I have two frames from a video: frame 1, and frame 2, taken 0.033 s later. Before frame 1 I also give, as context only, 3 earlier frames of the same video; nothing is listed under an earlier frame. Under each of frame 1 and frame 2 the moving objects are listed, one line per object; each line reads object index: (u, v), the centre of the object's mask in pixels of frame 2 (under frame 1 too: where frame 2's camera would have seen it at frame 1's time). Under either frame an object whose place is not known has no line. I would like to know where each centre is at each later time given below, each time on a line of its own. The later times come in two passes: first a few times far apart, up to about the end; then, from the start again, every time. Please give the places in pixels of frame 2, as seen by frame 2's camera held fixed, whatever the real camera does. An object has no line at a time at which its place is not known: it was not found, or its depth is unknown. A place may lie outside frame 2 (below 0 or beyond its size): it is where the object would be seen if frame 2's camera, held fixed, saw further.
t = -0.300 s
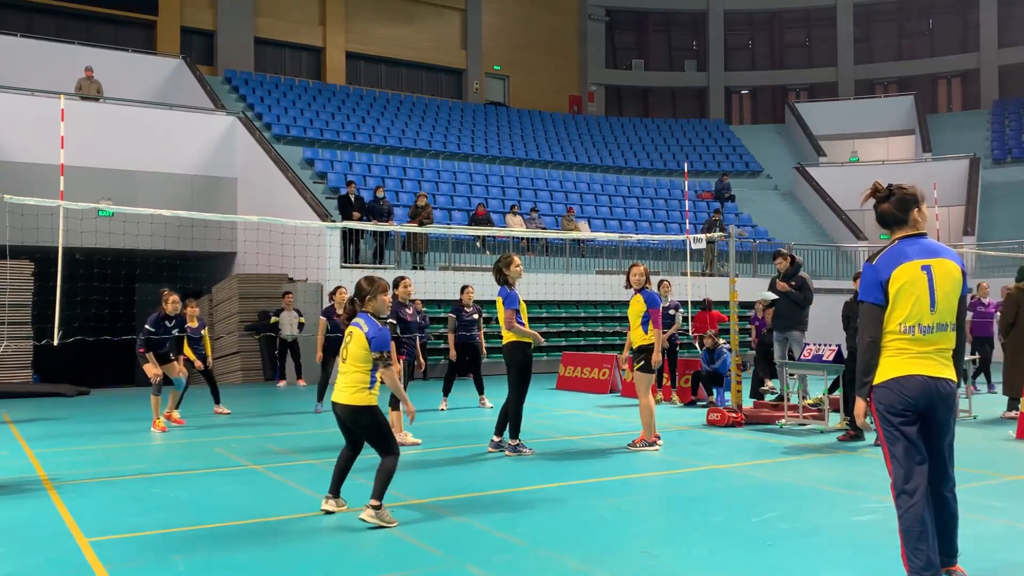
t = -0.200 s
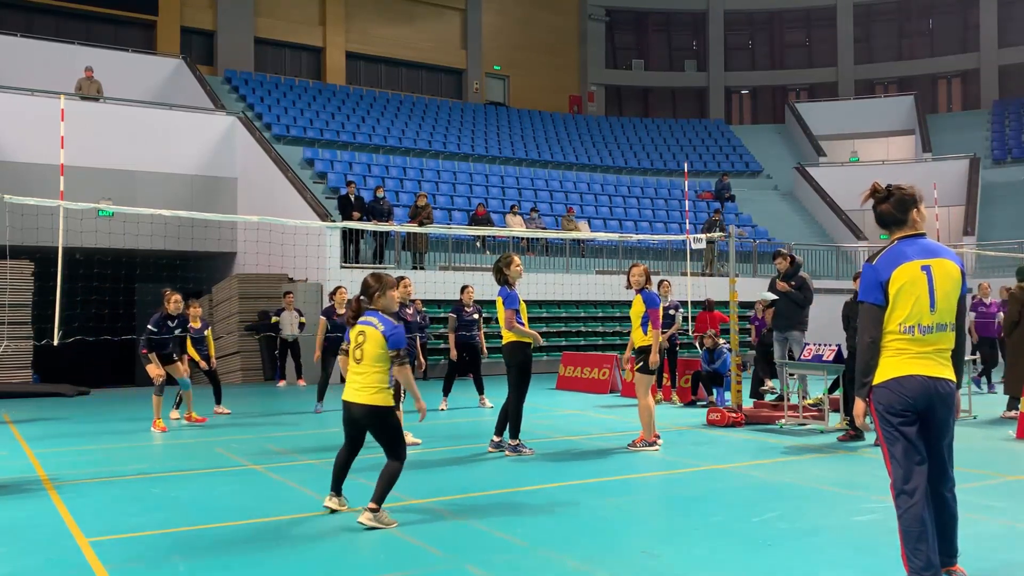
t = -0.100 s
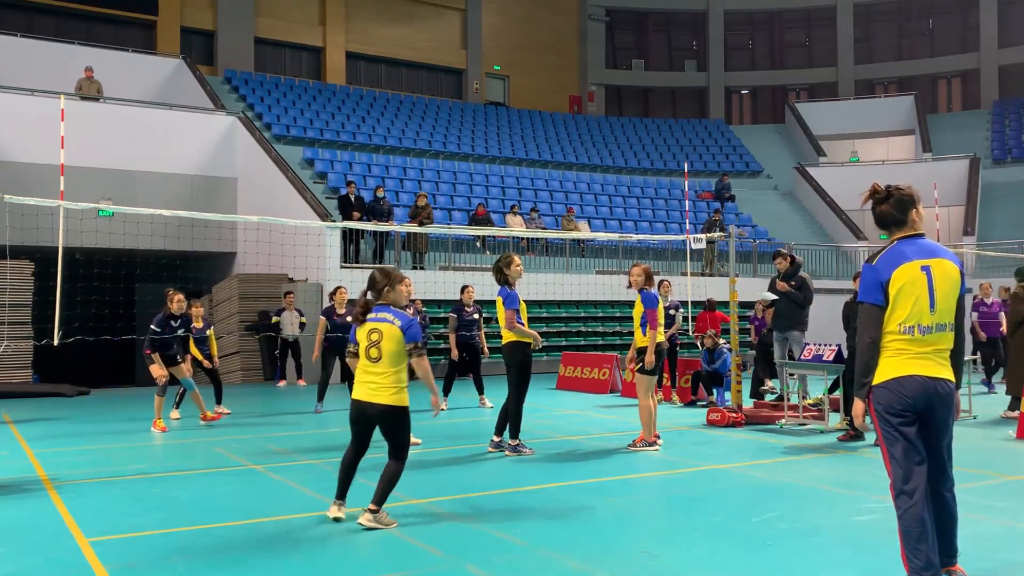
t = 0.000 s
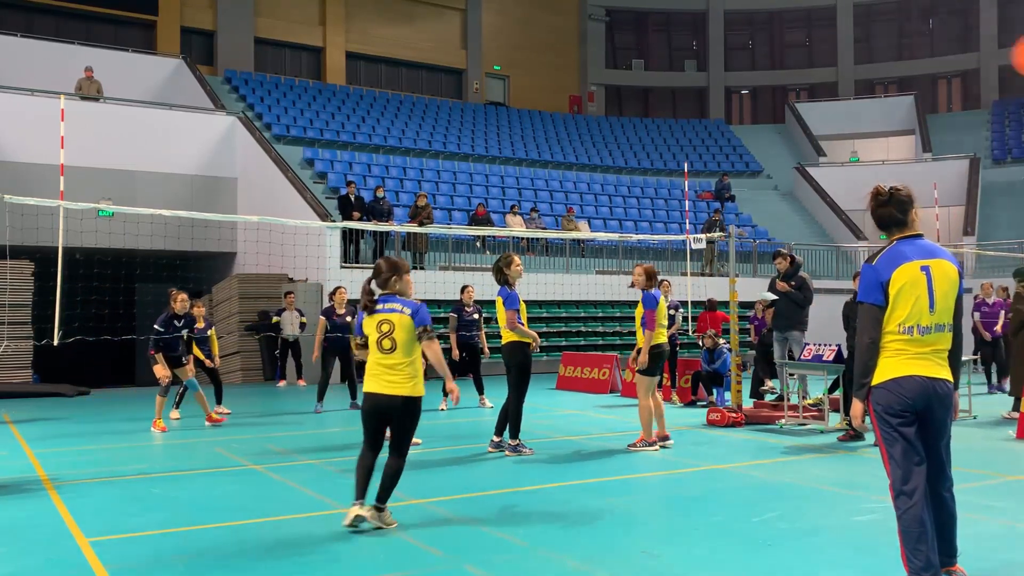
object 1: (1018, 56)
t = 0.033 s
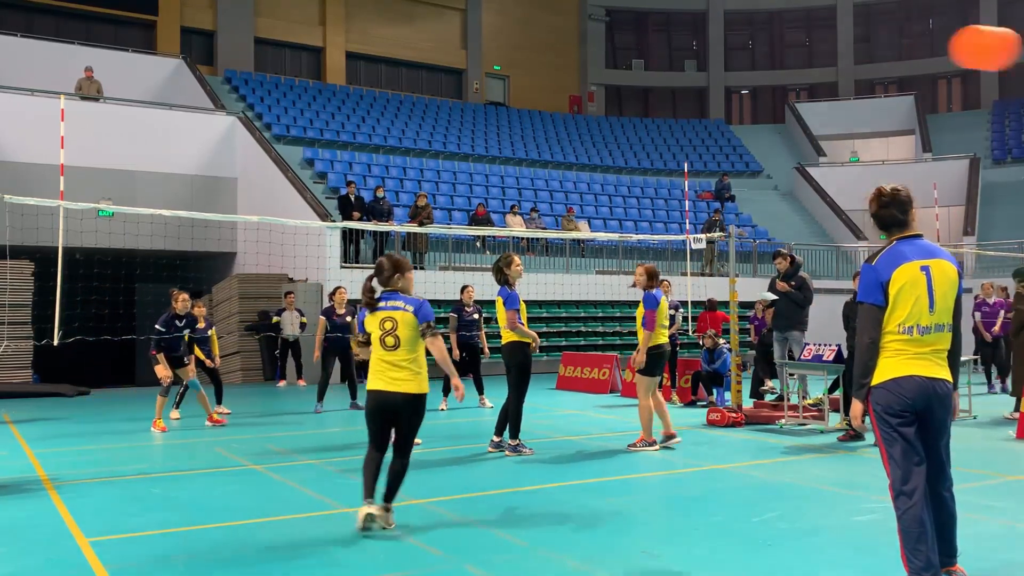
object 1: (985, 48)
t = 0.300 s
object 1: (645, 55)
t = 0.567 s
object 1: (465, 135)
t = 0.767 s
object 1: (377, 216)
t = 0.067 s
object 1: (926, 42)
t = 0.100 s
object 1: (873, 39)
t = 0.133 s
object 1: (825, 38)
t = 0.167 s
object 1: (782, 39)
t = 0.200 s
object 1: (744, 41)
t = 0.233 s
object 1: (708, 44)
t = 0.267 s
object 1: (675, 49)
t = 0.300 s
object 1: (645, 55)
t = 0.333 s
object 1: (617, 61)
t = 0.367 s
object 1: (590, 69)
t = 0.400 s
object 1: (566, 78)
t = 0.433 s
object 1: (543, 88)
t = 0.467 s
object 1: (522, 98)
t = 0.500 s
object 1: (502, 110)
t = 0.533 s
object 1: (483, 122)
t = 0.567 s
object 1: (465, 135)
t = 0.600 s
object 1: (448, 147)
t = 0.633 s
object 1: (432, 162)
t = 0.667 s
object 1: (417, 175)
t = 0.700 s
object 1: (402, 190)
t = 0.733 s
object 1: (389, 205)
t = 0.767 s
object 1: (377, 216)
